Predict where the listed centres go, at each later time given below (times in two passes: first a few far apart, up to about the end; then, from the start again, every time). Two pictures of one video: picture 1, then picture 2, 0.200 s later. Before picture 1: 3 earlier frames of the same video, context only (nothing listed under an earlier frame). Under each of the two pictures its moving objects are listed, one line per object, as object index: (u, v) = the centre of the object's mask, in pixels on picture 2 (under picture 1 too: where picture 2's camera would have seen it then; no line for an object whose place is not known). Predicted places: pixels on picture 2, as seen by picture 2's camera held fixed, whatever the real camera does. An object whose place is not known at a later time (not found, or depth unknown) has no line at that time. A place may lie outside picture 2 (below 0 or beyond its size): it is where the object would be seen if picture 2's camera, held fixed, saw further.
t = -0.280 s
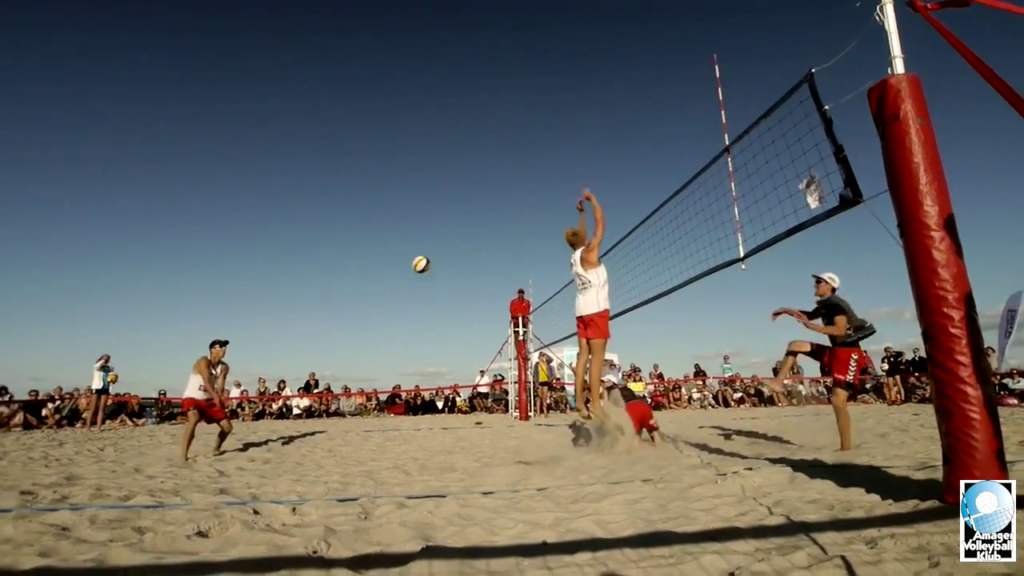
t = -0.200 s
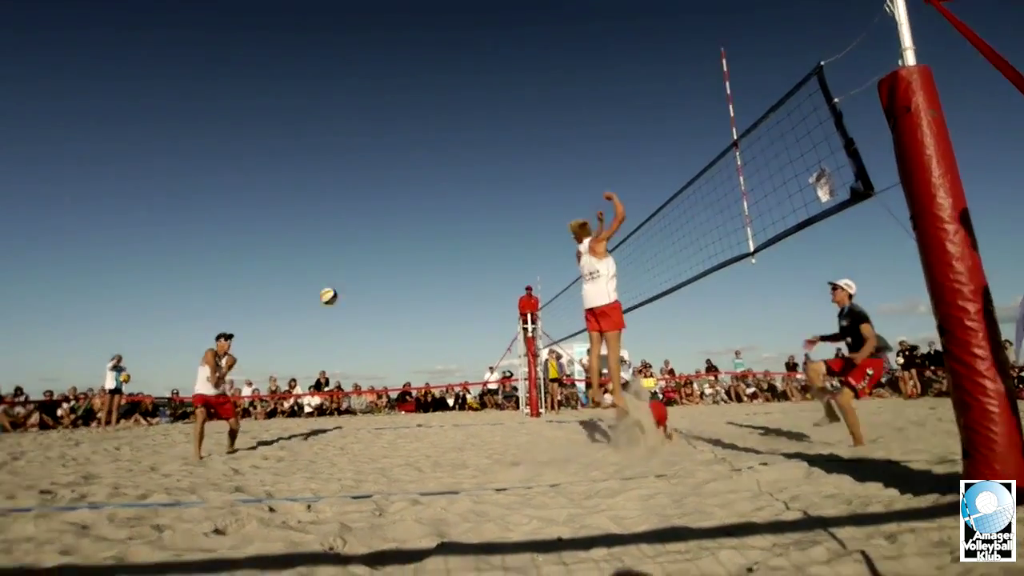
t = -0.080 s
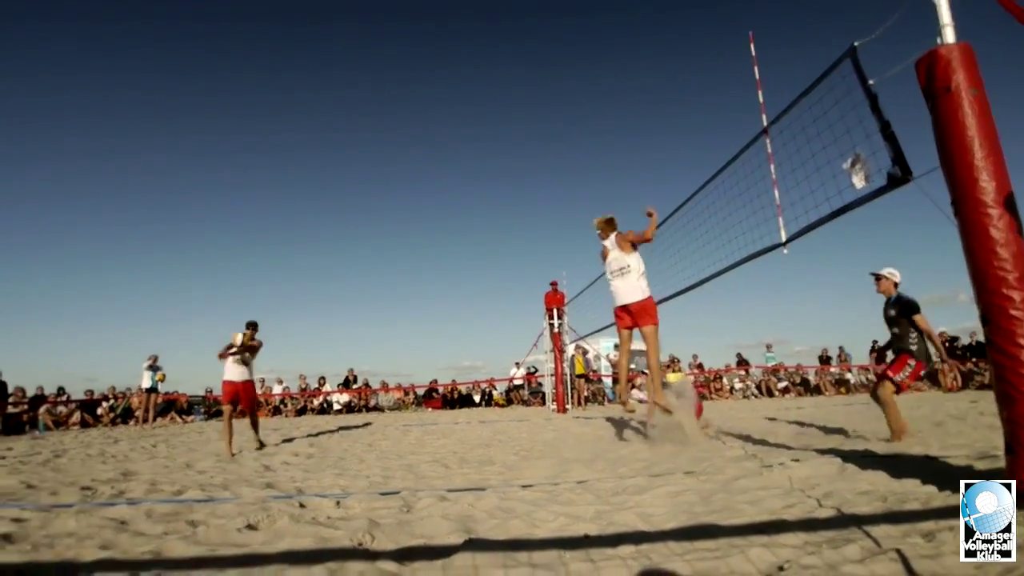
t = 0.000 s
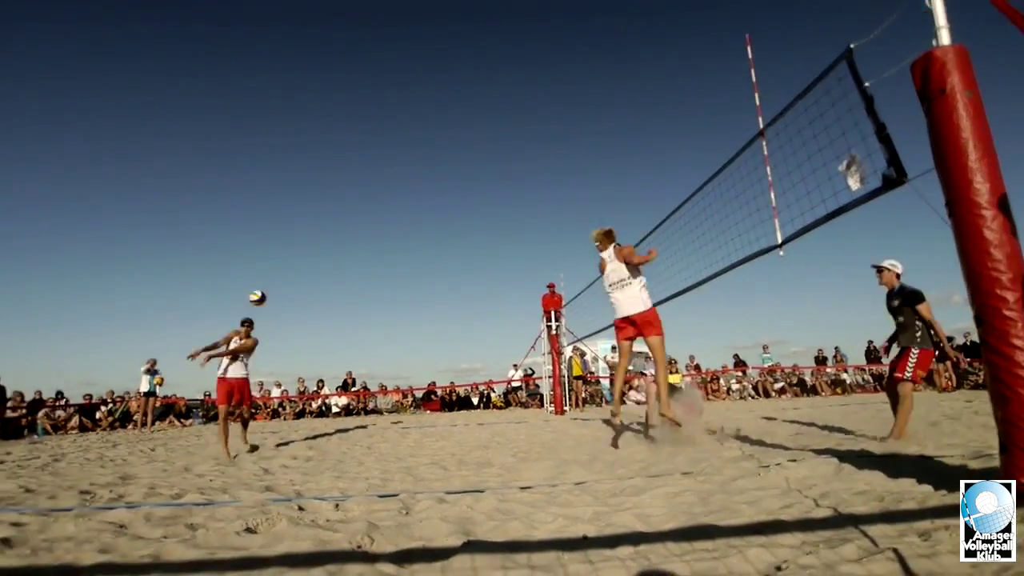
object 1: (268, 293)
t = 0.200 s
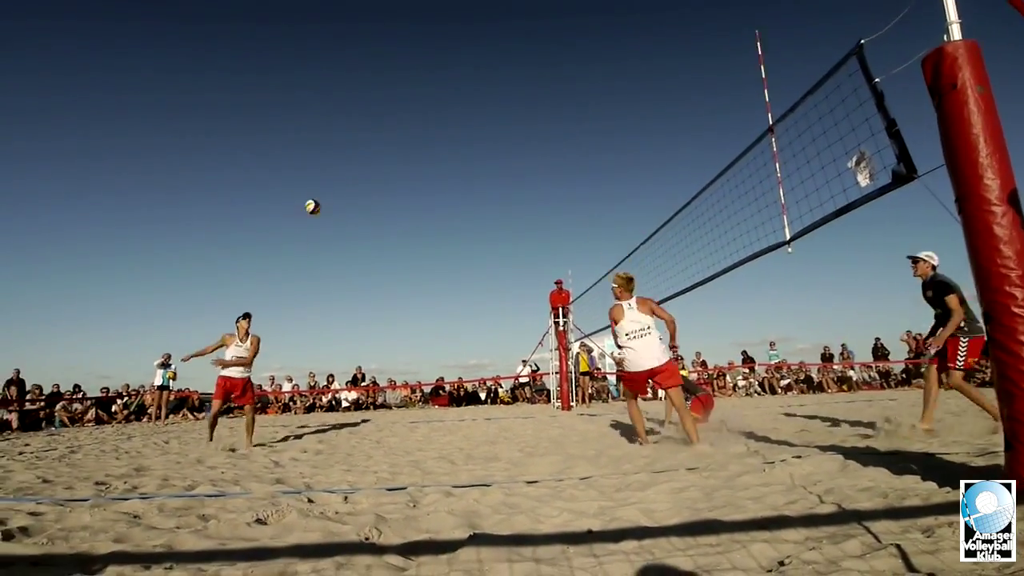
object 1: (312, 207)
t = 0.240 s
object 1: (320, 193)
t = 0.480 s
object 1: (368, 131)
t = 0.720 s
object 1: (411, 101)
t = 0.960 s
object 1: (455, 106)
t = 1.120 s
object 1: (485, 131)
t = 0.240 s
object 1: (320, 193)
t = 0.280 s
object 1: (328, 180)
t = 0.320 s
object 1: (337, 168)
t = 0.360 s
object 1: (345, 158)
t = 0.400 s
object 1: (352, 148)
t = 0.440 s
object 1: (359, 139)
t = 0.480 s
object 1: (368, 131)
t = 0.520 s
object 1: (373, 123)
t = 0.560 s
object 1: (383, 116)
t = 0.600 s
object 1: (389, 110)
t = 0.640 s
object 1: (397, 105)
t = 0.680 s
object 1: (405, 102)
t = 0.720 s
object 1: (411, 101)
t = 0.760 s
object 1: (419, 99)
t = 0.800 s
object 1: (426, 98)
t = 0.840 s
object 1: (433, 99)
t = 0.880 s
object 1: (442, 101)
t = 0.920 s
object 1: (448, 103)
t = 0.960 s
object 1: (455, 106)
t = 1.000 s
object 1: (463, 110)
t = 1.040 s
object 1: (470, 118)
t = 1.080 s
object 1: (477, 125)
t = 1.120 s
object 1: (485, 131)
